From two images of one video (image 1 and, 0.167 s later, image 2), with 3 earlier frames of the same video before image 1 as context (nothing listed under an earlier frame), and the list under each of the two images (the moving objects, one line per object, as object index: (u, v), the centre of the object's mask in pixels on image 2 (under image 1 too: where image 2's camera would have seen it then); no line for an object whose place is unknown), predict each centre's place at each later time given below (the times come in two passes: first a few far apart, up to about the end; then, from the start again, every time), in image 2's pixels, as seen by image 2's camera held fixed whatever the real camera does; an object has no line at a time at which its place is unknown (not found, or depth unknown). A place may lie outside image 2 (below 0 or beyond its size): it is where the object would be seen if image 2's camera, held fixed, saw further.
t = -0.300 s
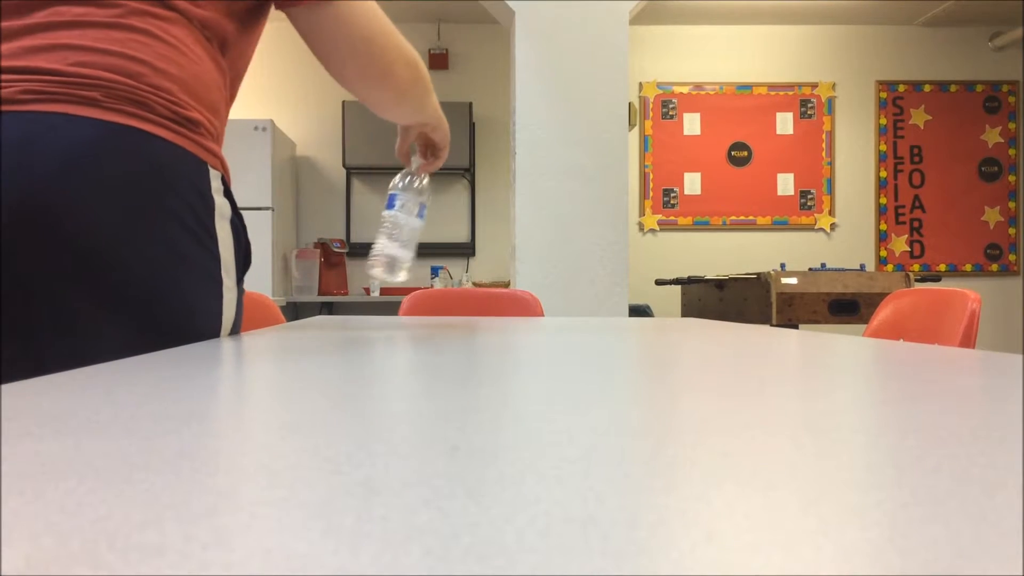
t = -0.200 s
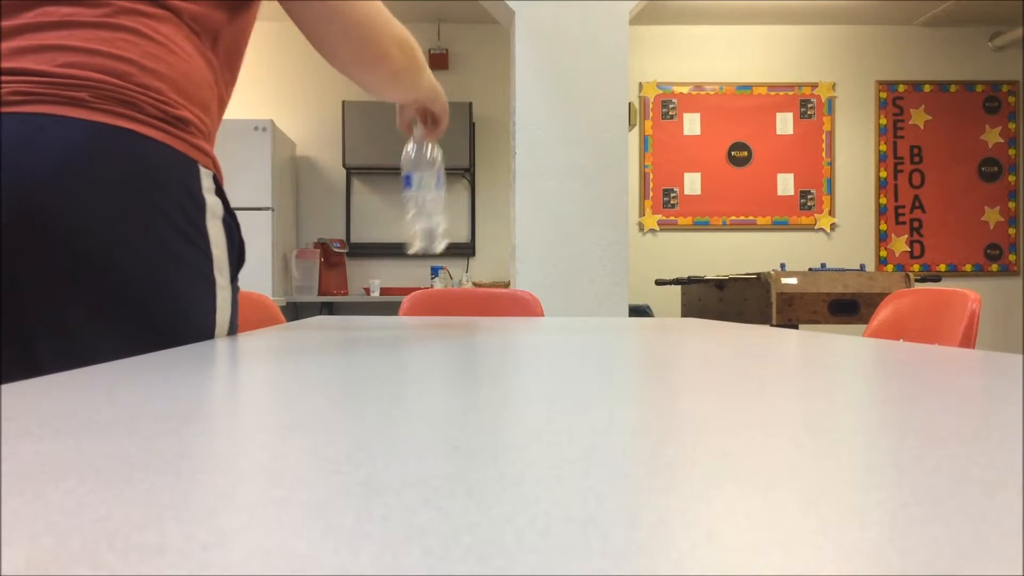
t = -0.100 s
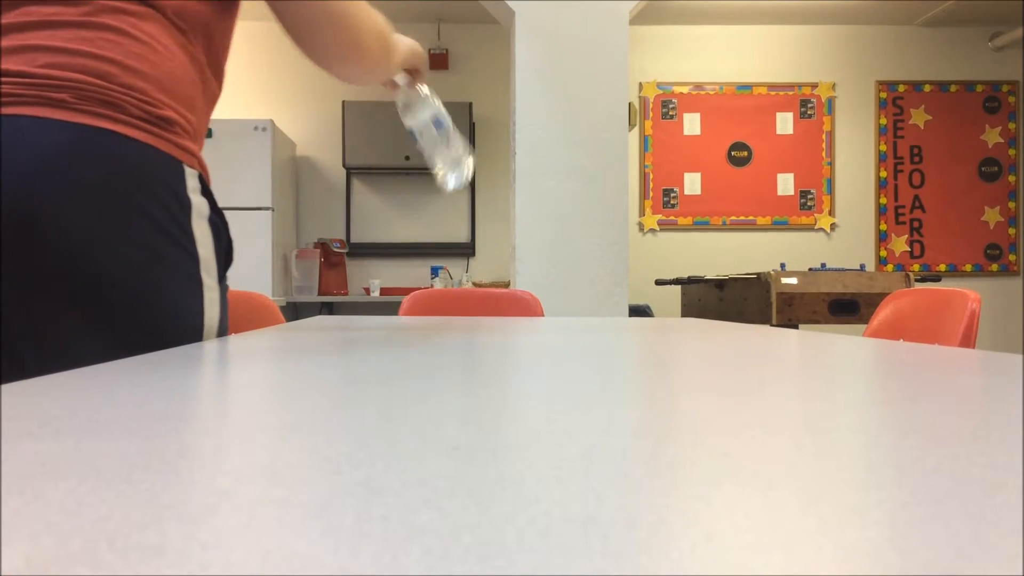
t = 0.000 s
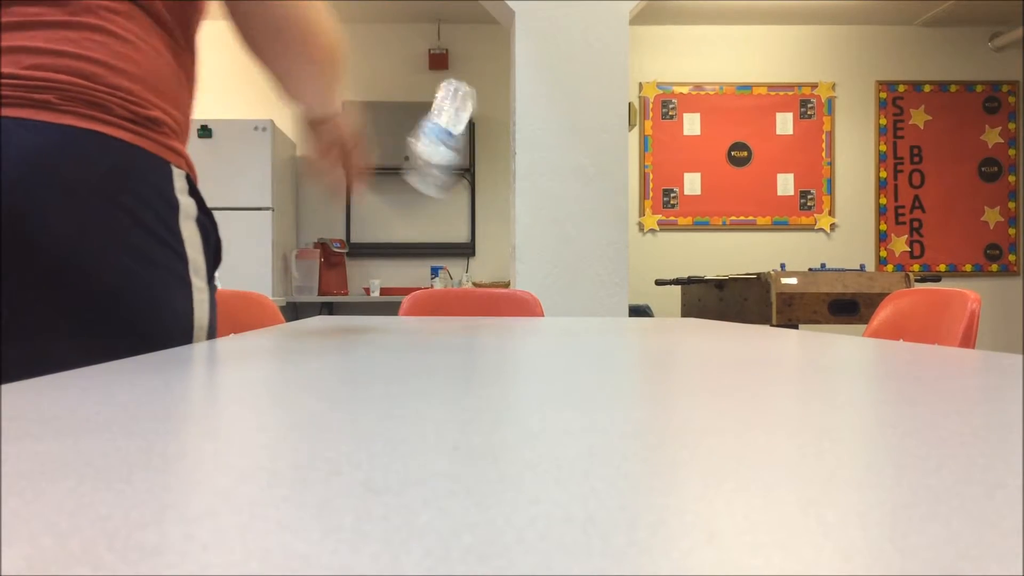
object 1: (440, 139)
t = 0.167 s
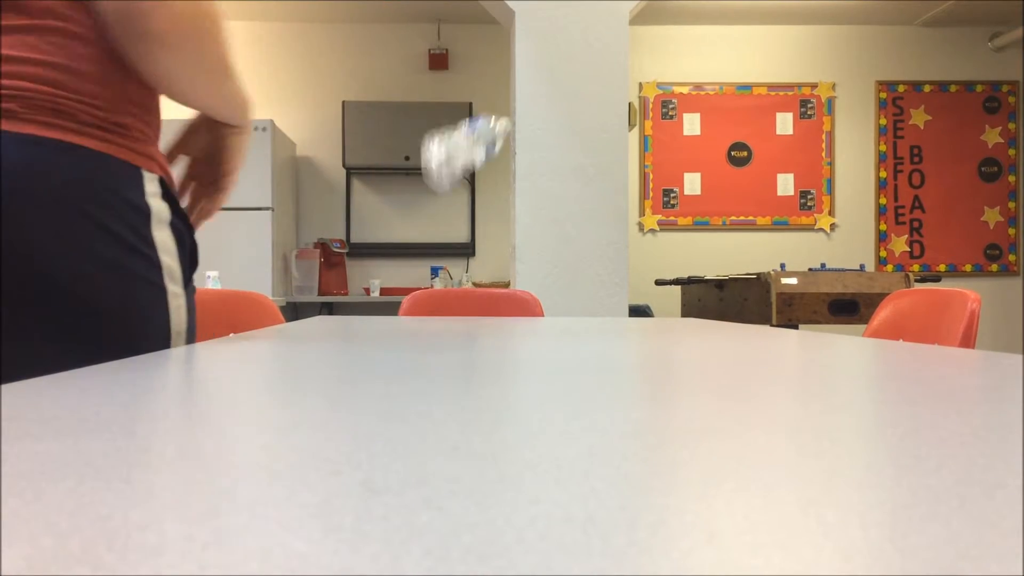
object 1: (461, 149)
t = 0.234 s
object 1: (462, 214)
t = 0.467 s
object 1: (474, 283)
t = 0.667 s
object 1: (472, 301)
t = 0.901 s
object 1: (478, 301)
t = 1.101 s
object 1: (480, 301)
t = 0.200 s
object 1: (461, 177)
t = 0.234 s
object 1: (462, 214)
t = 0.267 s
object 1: (461, 255)
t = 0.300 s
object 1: (465, 270)
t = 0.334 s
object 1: (467, 271)
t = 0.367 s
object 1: (468, 272)
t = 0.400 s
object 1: (469, 274)
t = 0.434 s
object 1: (471, 277)
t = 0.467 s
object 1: (474, 283)
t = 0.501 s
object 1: (476, 294)
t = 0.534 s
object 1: (474, 300)
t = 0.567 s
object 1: (472, 301)
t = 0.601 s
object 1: (471, 301)
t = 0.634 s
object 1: (471, 301)
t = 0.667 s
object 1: (472, 301)
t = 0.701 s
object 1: (472, 301)
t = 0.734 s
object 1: (472, 301)
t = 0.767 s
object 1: (473, 301)
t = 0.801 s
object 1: (474, 301)
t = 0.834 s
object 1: (475, 301)
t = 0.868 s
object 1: (477, 301)
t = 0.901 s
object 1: (478, 301)
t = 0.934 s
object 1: (478, 301)
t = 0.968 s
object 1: (478, 301)
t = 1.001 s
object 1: (478, 301)
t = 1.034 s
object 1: (479, 301)
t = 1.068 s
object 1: (480, 301)
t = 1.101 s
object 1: (480, 301)
